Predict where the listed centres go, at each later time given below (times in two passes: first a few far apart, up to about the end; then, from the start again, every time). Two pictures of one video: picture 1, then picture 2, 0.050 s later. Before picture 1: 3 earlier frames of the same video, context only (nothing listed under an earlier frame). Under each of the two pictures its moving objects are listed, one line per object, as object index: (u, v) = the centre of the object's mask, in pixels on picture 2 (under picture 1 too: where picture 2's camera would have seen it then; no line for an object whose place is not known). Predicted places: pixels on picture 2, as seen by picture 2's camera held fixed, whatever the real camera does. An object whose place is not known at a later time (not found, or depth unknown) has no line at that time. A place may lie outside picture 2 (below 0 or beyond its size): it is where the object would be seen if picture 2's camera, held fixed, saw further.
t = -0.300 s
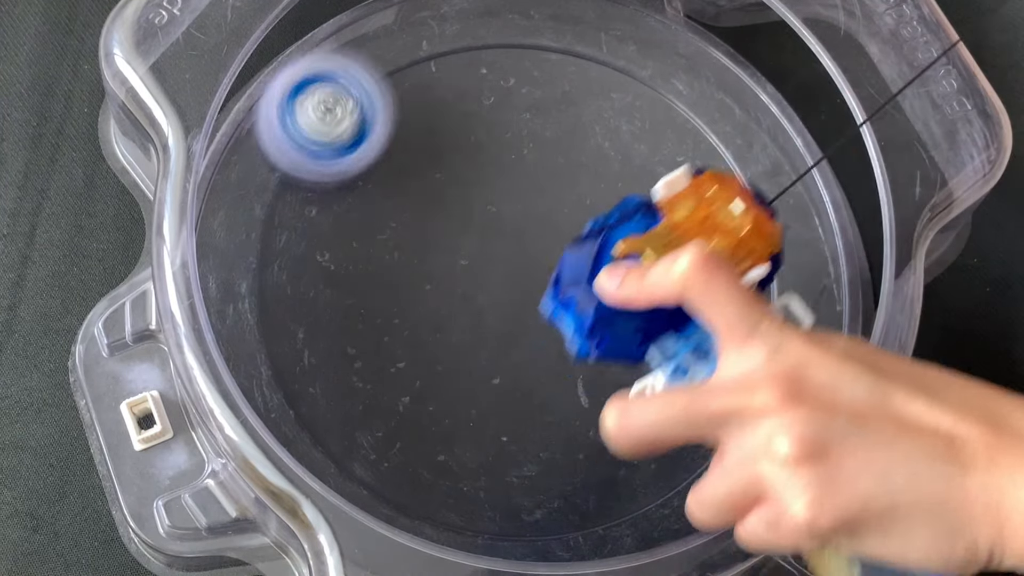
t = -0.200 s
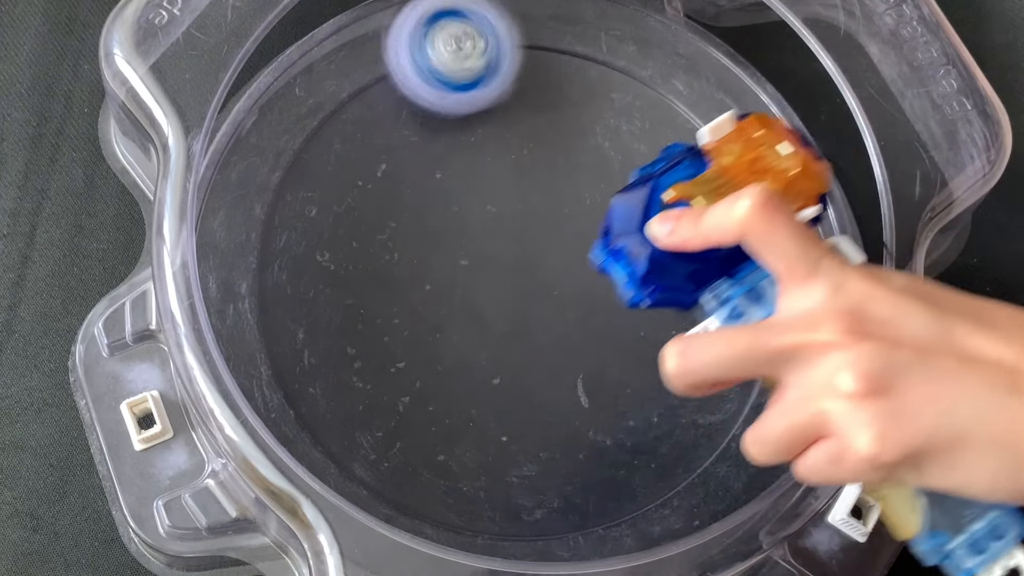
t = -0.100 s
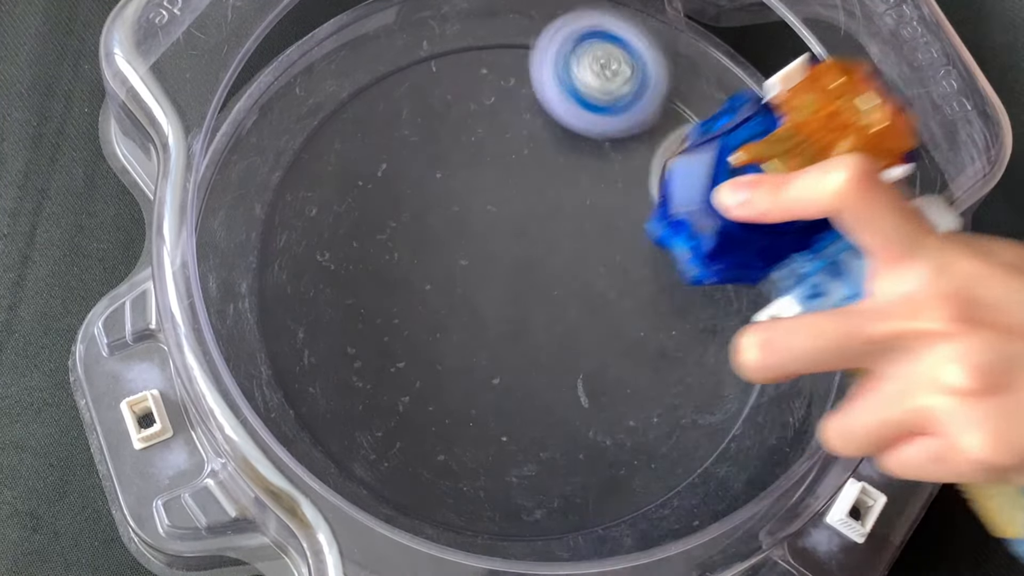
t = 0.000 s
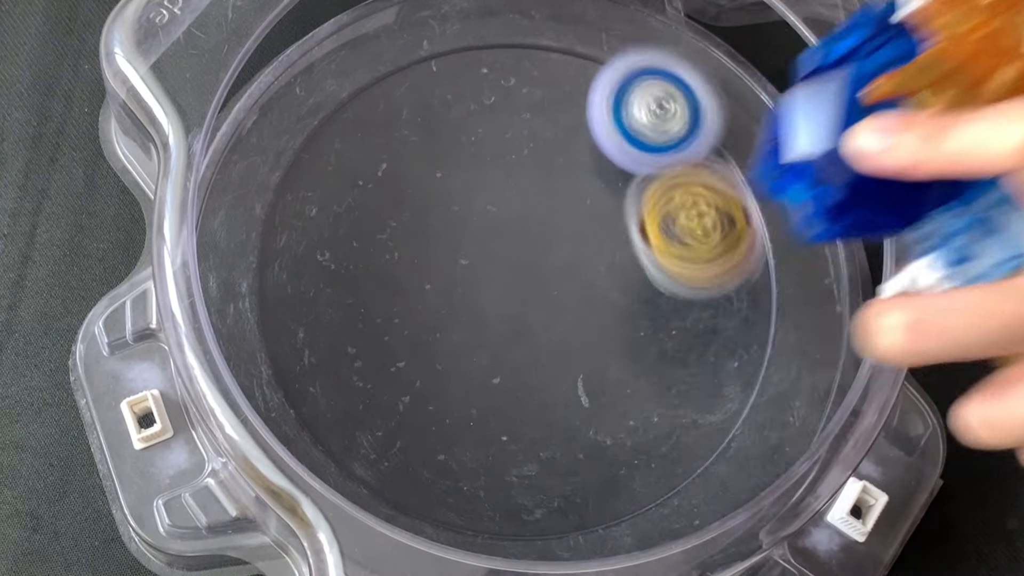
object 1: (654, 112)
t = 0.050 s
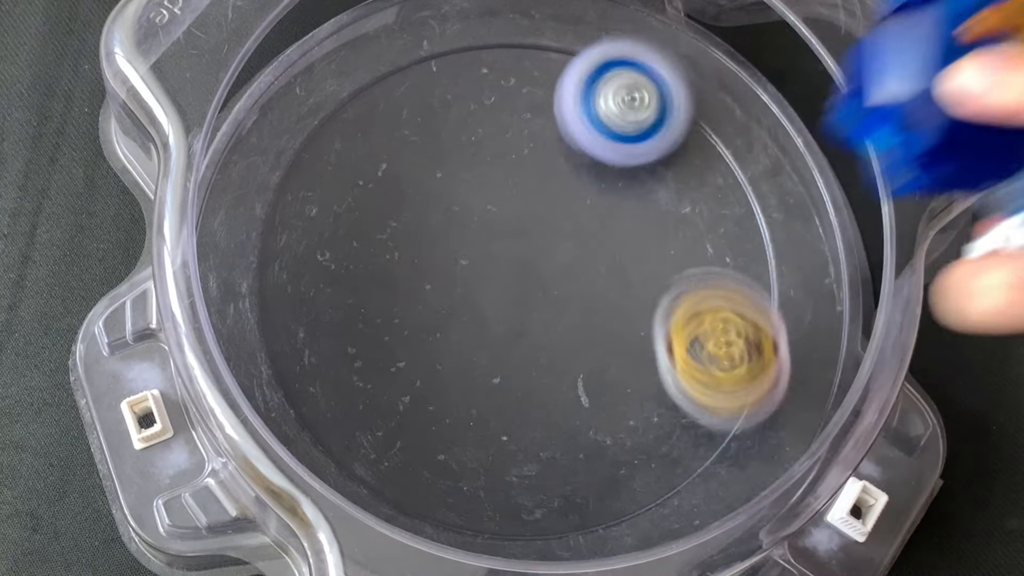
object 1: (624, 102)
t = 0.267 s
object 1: (510, 205)
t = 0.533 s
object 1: (435, 365)
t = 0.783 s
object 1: (468, 438)
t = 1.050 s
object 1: (543, 413)
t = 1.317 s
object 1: (540, 516)
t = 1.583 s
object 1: (546, 467)
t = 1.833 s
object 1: (593, 286)
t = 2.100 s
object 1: (640, 45)
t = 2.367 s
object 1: (532, 118)
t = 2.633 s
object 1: (520, 284)
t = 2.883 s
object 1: (580, 246)
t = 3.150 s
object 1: (619, 96)
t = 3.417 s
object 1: (543, 60)
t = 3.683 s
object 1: (587, 181)
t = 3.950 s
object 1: (645, 215)
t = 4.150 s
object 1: (516, 282)
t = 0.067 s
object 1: (614, 104)
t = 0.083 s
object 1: (602, 103)
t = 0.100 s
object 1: (591, 107)
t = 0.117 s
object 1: (577, 112)
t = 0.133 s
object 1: (569, 117)
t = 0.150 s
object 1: (557, 124)
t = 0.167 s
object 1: (549, 132)
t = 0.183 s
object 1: (539, 143)
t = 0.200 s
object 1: (532, 153)
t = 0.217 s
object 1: (525, 166)
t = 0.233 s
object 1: (519, 177)
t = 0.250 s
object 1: (515, 192)
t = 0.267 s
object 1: (510, 205)
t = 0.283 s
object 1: (508, 219)
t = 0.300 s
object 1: (502, 233)
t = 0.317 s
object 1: (498, 246)
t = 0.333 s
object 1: (492, 258)
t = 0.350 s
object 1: (487, 269)
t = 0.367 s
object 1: (479, 280)
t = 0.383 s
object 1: (473, 290)
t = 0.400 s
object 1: (464, 301)
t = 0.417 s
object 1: (456, 309)
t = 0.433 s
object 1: (448, 318)
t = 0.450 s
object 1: (442, 327)
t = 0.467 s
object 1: (441, 337)
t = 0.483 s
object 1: (439, 345)
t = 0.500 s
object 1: (439, 352)
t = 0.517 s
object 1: (437, 359)
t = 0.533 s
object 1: (435, 365)
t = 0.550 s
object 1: (432, 370)
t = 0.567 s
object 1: (429, 374)
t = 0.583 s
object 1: (426, 378)
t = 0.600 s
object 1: (421, 381)
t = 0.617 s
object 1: (417, 383)
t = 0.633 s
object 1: (410, 384)
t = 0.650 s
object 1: (405, 385)
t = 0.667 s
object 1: (400, 386)
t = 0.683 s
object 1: (406, 393)
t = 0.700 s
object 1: (418, 405)
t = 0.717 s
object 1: (428, 413)
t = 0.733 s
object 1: (440, 422)
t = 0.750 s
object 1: (449, 428)
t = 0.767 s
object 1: (460, 435)
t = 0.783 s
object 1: (468, 438)
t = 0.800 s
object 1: (478, 444)
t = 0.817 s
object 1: (485, 445)
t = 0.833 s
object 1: (494, 448)
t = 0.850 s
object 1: (499, 448)
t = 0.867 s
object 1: (507, 449)
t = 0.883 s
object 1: (511, 448)
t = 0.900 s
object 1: (518, 447)
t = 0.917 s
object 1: (521, 445)
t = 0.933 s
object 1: (526, 443)
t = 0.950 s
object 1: (529, 439)
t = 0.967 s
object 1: (533, 437)
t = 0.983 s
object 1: (535, 432)
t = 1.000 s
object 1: (539, 428)
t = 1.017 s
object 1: (540, 424)
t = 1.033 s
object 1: (543, 419)
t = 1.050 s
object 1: (543, 413)
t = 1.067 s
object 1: (546, 408)
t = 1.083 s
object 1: (545, 414)
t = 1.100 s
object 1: (551, 439)
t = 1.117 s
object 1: (554, 465)
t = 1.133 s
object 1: (556, 486)
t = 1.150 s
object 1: (558, 500)
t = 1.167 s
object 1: (557, 507)
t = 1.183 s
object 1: (556, 508)
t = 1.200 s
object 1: (553, 510)
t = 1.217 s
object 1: (548, 512)
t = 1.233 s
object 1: (548, 513)
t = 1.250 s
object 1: (545, 515)
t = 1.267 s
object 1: (543, 515)
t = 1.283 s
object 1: (542, 517)
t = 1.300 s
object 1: (539, 524)
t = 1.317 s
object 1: (540, 516)
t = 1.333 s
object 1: (538, 516)
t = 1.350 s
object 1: (539, 515)
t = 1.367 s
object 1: (539, 515)
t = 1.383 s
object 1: (538, 512)
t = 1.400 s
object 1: (540, 512)
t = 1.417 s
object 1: (538, 515)
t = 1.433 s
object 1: (541, 509)
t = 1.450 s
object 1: (542, 509)
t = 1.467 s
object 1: (543, 506)
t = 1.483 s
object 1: (545, 504)
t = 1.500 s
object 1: (544, 501)
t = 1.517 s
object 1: (546, 497)
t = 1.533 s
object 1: (545, 493)
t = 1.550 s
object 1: (546, 485)
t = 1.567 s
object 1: (547, 478)
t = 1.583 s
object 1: (546, 467)
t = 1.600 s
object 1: (547, 458)
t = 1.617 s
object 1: (546, 447)
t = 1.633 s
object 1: (548, 437)
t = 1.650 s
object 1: (547, 427)
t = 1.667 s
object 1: (550, 415)
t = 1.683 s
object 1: (550, 406)
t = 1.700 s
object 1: (553, 393)
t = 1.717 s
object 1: (555, 385)
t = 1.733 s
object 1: (558, 372)
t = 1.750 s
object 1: (563, 360)
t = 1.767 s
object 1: (567, 343)
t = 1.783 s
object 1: (575, 330)
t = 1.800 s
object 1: (580, 314)
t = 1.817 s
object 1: (589, 299)
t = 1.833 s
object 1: (593, 286)
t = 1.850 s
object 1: (601, 273)
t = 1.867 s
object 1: (605, 261)
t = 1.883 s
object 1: (613, 249)
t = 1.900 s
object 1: (617, 238)
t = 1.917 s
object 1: (624, 226)
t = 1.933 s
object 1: (628, 218)
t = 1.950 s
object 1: (634, 209)
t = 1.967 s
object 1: (636, 200)
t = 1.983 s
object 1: (640, 182)
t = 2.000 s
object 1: (640, 161)
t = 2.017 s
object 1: (643, 134)
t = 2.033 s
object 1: (642, 114)
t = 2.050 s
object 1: (643, 90)
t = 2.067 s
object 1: (643, 71)
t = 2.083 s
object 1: (642, 54)
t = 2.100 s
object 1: (640, 45)
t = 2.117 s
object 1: (638, 36)
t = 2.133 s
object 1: (629, 38)
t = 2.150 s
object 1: (621, 42)
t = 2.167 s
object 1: (611, 47)
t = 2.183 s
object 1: (605, 53)
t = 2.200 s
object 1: (594, 61)
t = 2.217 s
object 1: (587, 72)
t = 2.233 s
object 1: (580, 73)
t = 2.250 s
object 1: (574, 72)
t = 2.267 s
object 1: (569, 73)
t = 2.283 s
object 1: (560, 78)
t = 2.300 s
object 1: (556, 82)
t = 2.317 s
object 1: (548, 90)
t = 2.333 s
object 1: (542, 100)
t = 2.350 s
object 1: (538, 108)
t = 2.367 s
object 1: (532, 118)
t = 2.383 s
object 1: (530, 130)
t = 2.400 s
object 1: (525, 140)
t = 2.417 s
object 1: (522, 153)
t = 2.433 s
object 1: (521, 164)
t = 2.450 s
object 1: (517, 176)
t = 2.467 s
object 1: (516, 190)
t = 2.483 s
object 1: (515, 201)
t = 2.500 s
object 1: (512, 213)
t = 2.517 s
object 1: (513, 225)
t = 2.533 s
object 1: (513, 235)
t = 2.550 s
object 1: (512, 247)
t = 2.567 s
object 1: (514, 256)
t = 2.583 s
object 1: (515, 264)
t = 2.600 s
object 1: (516, 273)
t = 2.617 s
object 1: (518, 278)
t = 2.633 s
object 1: (520, 284)
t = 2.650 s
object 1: (522, 289)
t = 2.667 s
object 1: (525, 291)
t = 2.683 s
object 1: (527, 293)
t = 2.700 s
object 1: (531, 295)
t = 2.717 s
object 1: (533, 293)
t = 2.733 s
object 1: (536, 293)
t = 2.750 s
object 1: (540, 290)
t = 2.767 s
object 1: (543, 285)
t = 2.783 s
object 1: (546, 282)
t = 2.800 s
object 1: (551, 275)
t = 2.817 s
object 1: (555, 268)
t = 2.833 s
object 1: (560, 263)
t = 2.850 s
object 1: (567, 256)
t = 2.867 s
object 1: (573, 250)
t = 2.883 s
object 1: (580, 246)
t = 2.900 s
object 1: (588, 237)
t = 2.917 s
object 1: (590, 221)
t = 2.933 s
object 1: (591, 207)
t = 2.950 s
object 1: (595, 192)
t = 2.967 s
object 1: (597, 179)
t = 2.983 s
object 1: (599, 170)
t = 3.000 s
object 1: (603, 159)
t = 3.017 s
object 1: (605, 151)
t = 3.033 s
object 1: (608, 145)
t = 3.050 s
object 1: (612, 140)
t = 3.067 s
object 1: (615, 136)
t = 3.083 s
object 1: (619, 134)
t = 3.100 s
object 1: (625, 132)
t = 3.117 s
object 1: (628, 129)
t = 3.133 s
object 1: (624, 114)
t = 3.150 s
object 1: (619, 96)
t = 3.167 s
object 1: (611, 81)
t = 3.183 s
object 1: (604, 69)
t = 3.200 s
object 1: (597, 59)
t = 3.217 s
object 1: (589, 54)
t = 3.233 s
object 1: (581, 50)
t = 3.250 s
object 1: (574, 48)
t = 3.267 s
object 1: (568, 46)
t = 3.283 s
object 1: (561, 45)
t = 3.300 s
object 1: (556, 44)
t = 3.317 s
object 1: (552, 44)
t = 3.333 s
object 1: (548, 45)
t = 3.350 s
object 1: (546, 46)
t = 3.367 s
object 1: (545, 48)
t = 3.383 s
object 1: (543, 51)
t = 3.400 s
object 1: (542, 55)
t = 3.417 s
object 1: (543, 60)
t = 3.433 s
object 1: (543, 66)
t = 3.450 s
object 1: (543, 74)
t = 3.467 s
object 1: (544, 86)
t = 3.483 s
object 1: (547, 96)
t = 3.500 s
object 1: (548, 105)
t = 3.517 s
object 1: (550, 117)
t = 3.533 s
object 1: (553, 130)
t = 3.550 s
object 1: (557, 140)
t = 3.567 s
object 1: (559, 151)
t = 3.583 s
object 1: (562, 164)
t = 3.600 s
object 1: (567, 175)
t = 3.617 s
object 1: (568, 186)
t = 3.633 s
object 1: (569, 198)
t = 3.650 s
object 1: (570, 205)
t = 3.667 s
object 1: (579, 193)
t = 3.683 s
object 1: (587, 181)
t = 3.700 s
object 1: (594, 169)
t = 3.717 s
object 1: (601, 161)
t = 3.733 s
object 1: (608, 155)
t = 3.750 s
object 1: (615, 149)
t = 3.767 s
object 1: (620, 146)
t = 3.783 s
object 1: (625, 146)
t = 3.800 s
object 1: (631, 147)
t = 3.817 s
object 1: (637, 149)
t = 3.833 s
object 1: (642, 154)
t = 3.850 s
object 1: (646, 158)
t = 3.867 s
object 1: (650, 165)
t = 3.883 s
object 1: (652, 174)
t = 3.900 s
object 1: (653, 183)
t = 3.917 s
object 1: (652, 194)
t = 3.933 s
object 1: (649, 203)
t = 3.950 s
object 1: (645, 215)
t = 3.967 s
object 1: (639, 225)
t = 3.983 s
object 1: (632, 234)
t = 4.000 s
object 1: (623, 242)
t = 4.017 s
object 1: (612, 251)
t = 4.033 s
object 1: (601, 257)
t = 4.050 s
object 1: (589, 264)
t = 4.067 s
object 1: (577, 268)
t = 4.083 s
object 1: (564, 272)
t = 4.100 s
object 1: (551, 277)
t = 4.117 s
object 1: (540, 280)
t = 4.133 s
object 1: (528, 282)
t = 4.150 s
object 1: (516, 282)
